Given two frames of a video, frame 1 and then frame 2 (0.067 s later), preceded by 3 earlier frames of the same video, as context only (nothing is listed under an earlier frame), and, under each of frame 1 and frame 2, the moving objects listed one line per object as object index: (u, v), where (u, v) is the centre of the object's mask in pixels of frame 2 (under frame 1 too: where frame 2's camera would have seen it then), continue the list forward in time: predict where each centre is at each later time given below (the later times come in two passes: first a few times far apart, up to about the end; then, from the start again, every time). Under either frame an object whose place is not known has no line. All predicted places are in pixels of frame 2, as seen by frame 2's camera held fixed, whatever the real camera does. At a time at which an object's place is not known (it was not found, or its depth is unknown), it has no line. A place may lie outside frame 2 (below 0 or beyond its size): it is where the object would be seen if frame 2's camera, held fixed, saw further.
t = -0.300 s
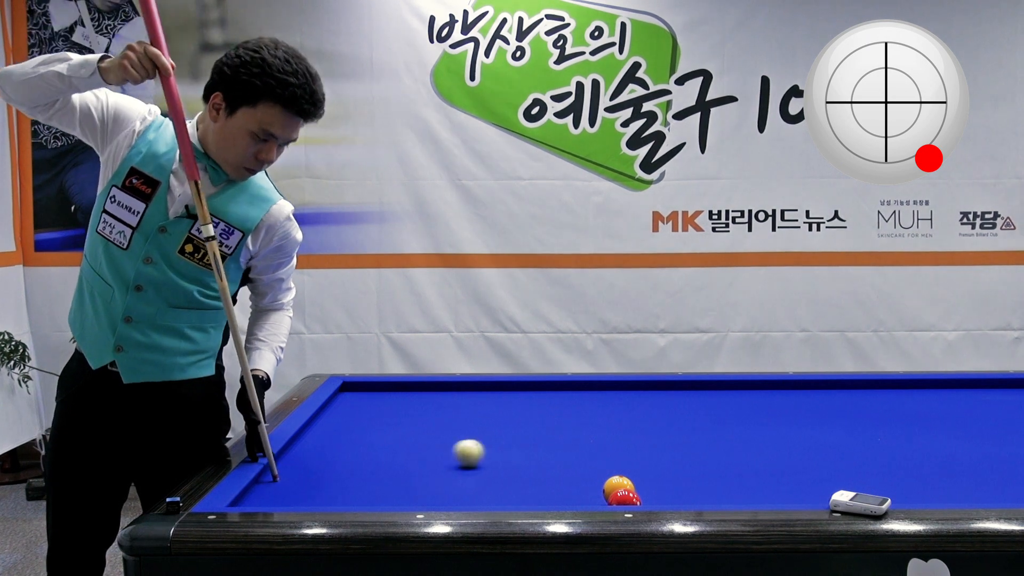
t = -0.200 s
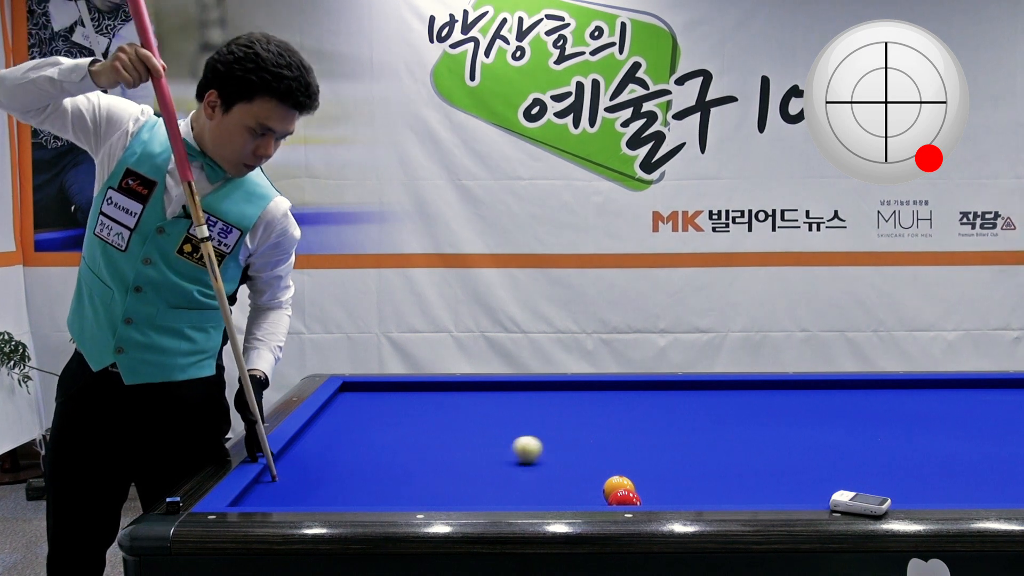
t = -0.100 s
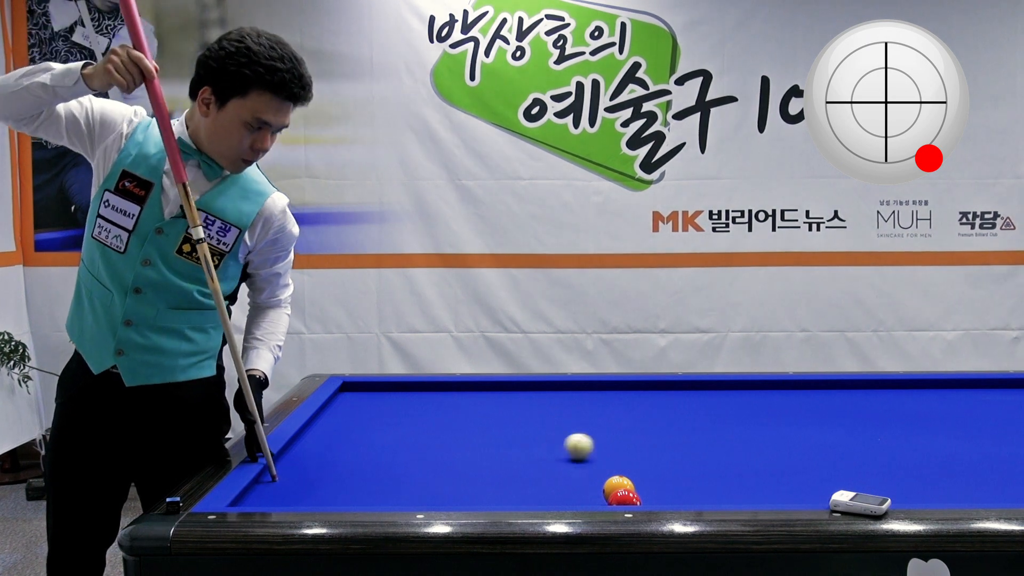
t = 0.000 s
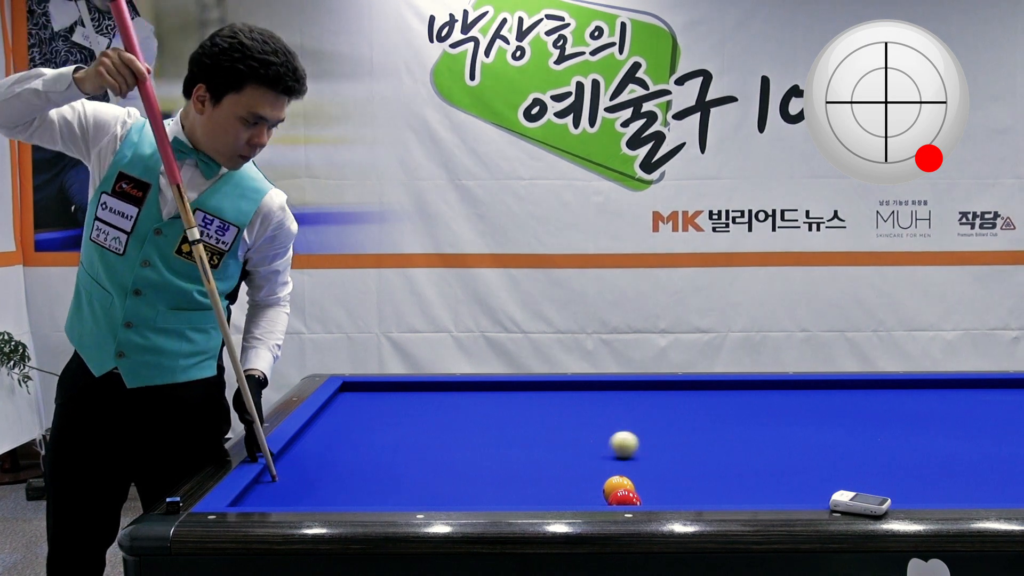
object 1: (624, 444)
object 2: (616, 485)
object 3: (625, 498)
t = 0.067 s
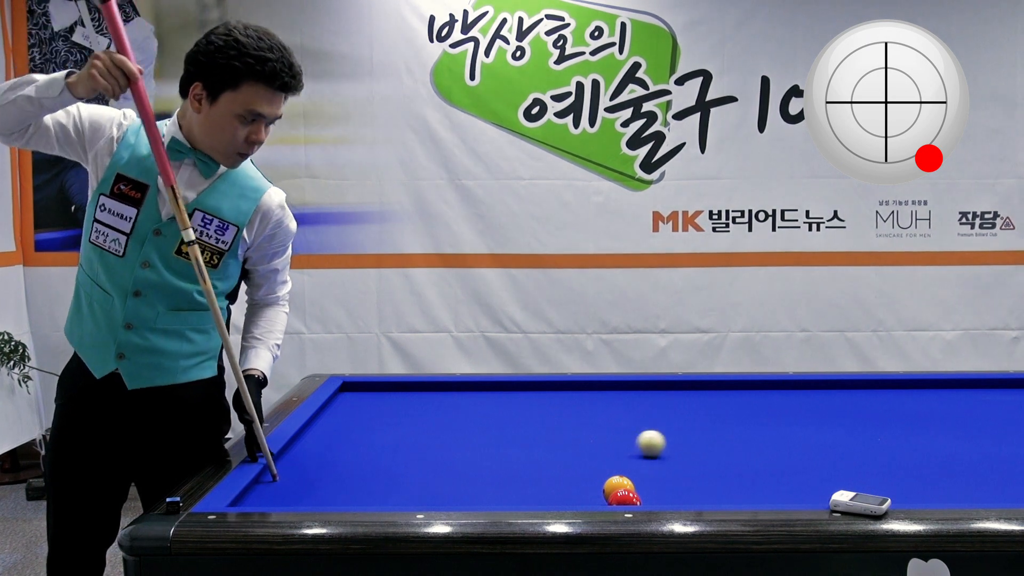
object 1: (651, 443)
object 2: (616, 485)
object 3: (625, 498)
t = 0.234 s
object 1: (708, 442)
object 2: (616, 485)
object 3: (625, 498)
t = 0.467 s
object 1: (765, 443)
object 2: (616, 485)
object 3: (625, 498)
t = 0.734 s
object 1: (802, 447)
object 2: (616, 485)
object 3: (625, 498)
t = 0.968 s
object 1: (811, 454)
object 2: (616, 485)
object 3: (625, 498)
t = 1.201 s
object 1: (797, 464)
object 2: (616, 485)
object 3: (625, 498)
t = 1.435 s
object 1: (756, 479)
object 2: (616, 485)
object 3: (625, 498)
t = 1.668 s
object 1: (694, 493)
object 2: (616, 485)
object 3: (625, 498)
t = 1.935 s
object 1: (649, 493)
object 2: (606, 483)
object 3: (607, 497)
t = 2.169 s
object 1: (647, 490)
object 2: (575, 479)
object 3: (581, 496)
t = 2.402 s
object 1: (644, 486)
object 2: (546, 475)
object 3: (557, 495)
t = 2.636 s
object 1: (641, 482)
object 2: (521, 472)
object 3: (535, 495)
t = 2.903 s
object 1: (638, 478)
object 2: (494, 467)
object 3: (512, 494)
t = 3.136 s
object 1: (636, 474)
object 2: (473, 462)
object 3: (494, 493)
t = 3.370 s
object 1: (634, 471)
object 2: (453, 459)
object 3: (477, 492)
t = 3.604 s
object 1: (632, 469)
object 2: (435, 455)
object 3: (461, 491)
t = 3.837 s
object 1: (631, 466)
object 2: (418, 452)
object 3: (448, 491)
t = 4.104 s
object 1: (629, 464)
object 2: (400, 448)
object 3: (434, 490)
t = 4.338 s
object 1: (628, 462)
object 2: (386, 444)
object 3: (423, 489)
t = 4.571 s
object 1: (627, 461)
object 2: (374, 442)
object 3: (413, 489)
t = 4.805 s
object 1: (627, 459)
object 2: (363, 439)
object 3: (405, 488)
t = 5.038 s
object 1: (627, 459)
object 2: (353, 436)
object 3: (398, 488)
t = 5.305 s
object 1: (627, 458)
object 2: (343, 433)
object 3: (392, 487)
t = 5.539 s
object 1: (628, 457)
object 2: (335, 431)
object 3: (388, 487)
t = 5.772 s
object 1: (627, 457)
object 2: (328, 429)
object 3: (385, 486)
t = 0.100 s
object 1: (664, 443)
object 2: (616, 485)
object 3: (625, 498)
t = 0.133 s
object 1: (675, 443)
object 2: (616, 485)
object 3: (625, 498)
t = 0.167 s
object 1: (687, 442)
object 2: (616, 485)
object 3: (625, 498)
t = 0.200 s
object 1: (698, 442)
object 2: (616, 485)
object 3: (625, 498)
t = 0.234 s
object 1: (708, 442)
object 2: (616, 485)
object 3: (625, 498)
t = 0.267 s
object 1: (718, 442)
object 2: (616, 485)
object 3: (625, 498)
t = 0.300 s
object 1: (727, 442)
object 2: (616, 485)
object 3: (625, 498)
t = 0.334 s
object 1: (735, 442)
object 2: (616, 485)
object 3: (625, 498)
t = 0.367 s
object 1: (744, 442)
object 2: (616, 485)
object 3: (625, 498)
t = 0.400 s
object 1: (751, 442)
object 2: (616, 485)
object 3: (625, 498)
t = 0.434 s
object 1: (758, 442)
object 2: (616, 485)
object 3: (625, 497)
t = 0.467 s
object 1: (765, 443)
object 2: (616, 485)
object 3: (625, 498)
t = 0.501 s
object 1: (771, 443)
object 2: (616, 485)
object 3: (625, 497)
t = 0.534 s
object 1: (777, 443)
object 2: (616, 485)
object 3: (625, 498)
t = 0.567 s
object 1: (783, 444)
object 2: (616, 485)
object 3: (625, 497)
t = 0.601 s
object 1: (787, 444)
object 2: (616, 485)
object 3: (625, 497)
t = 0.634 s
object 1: (792, 445)
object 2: (616, 485)
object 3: (625, 498)
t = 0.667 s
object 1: (796, 445)
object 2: (616, 485)
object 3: (625, 498)
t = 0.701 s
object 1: (799, 446)
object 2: (616, 485)
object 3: (625, 498)
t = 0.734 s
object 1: (802, 447)
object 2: (616, 485)
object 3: (625, 498)
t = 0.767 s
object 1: (805, 448)
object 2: (616, 485)
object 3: (625, 498)
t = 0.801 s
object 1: (807, 449)
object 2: (616, 485)
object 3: (625, 498)
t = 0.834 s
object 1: (808, 450)
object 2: (616, 485)
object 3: (625, 498)
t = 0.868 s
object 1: (810, 451)
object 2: (616, 485)
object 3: (625, 498)
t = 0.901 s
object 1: (810, 452)
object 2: (616, 485)
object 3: (625, 498)
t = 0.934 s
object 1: (811, 453)
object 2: (616, 485)
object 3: (625, 498)
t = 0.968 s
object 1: (811, 454)
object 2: (616, 485)
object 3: (625, 498)
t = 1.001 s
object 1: (810, 455)
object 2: (616, 485)
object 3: (625, 498)
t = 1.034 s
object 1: (809, 456)
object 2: (616, 485)
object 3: (625, 498)
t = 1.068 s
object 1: (808, 458)
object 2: (616, 485)
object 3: (625, 498)
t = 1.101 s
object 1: (806, 459)
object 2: (616, 485)
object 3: (625, 498)
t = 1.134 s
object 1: (803, 461)
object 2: (616, 485)
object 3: (625, 497)
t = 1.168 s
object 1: (800, 462)
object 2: (616, 485)
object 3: (625, 498)
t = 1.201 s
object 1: (797, 464)
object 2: (616, 485)
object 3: (625, 498)
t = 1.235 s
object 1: (793, 466)
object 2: (616, 485)
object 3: (625, 498)
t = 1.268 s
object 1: (788, 468)
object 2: (616, 485)
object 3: (625, 498)
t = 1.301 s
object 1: (783, 470)
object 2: (616, 485)
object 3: (625, 498)
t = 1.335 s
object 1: (777, 472)
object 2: (616, 485)
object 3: (625, 498)
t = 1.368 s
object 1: (771, 474)
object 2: (616, 485)
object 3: (625, 498)
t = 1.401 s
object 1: (764, 476)
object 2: (616, 485)
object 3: (625, 498)
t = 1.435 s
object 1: (756, 479)
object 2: (616, 485)
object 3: (625, 498)
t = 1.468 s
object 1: (748, 481)
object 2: (616, 485)
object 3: (625, 498)
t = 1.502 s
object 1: (739, 484)
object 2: (616, 485)
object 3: (625, 498)
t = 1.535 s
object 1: (731, 486)
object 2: (616, 485)
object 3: (625, 498)
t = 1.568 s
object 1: (722, 488)
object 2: (616, 485)
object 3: (625, 498)
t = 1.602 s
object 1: (713, 490)
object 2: (616, 485)
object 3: (625, 498)
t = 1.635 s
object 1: (704, 492)
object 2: (616, 485)
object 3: (625, 498)
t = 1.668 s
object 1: (694, 493)
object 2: (616, 485)
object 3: (625, 498)
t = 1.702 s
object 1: (685, 495)
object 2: (616, 485)
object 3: (625, 498)
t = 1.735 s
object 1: (675, 496)
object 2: (616, 485)
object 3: (625, 498)
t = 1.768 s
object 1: (665, 497)
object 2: (616, 485)
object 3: (625, 498)
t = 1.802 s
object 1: (655, 496)
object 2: (616, 485)
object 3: (624, 498)
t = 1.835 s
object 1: (650, 495)
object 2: (619, 485)
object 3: (619, 498)
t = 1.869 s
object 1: (646, 494)
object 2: (619, 484)
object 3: (614, 498)
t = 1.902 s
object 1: (648, 493)
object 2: (613, 484)
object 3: (610, 497)
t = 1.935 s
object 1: (649, 493)
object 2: (606, 483)
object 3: (607, 497)
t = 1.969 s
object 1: (649, 492)
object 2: (601, 482)
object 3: (603, 497)
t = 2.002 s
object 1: (649, 492)
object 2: (596, 481)
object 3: (599, 497)
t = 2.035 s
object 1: (648, 491)
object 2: (592, 481)
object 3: (596, 497)
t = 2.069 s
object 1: (648, 491)
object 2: (587, 481)
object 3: (592, 496)
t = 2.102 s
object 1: (648, 491)
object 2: (583, 480)
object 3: (588, 496)
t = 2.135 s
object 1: (647, 490)
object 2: (579, 479)
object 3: (584, 496)
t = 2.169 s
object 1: (647, 490)
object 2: (575, 479)
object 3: (581, 496)
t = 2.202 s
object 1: (646, 489)
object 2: (570, 479)
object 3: (578, 496)
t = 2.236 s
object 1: (646, 489)
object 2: (566, 478)
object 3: (574, 496)
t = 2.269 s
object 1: (645, 488)
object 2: (562, 478)
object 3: (571, 496)
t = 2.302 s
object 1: (645, 488)
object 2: (558, 477)
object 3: (567, 496)
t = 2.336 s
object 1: (644, 487)
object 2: (554, 476)
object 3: (564, 495)
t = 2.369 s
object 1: (644, 487)
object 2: (550, 476)
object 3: (560, 496)
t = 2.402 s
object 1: (644, 486)
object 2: (546, 475)
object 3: (557, 495)
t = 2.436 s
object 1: (643, 485)
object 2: (543, 475)
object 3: (554, 495)
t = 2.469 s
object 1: (643, 485)
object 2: (539, 474)
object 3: (551, 495)
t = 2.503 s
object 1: (642, 484)
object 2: (536, 474)
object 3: (547, 495)
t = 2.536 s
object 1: (642, 484)
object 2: (532, 473)
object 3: (544, 495)
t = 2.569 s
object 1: (642, 483)
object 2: (528, 473)
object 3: (541, 495)
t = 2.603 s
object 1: (641, 482)
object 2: (525, 472)
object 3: (538, 495)
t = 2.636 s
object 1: (641, 482)
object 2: (521, 472)
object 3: (535, 495)
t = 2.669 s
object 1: (641, 481)
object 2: (518, 471)
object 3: (532, 495)
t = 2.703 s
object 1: (640, 481)
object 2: (514, 471)
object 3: (529, 495)
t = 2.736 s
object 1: (640, 480)
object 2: (511, 470)
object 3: (526, 495)
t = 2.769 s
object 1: (640, 480)
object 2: (508, 470)
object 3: (523, 494)
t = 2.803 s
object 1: (639, 479)
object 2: (504, 469)
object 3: (520, 494)
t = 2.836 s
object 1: (639, 479)
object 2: (501, 469)
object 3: (518, 494)
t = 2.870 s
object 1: (638, 478)
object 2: (498, 468)
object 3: (515, 494)
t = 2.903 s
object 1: (638, 478)
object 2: (494, 467)
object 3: (512, 494)
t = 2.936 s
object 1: (638, 477)
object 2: (491, 467)
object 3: (509, 494)
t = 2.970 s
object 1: (638, 477)
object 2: (488, 466)
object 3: (507, 494)
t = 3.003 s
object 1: (637, 476)
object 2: (485, 466)
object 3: (504, 494)
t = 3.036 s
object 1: (637, 476)
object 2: (482, 465)
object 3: (501, 494)
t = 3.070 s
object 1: (637, 475)
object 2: (479, 464)
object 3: (499, 493)
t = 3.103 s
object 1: (636, 475)
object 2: (476, 464)
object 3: (496, 493)
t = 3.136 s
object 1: (636, 474)
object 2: (473, 462)
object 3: (494, 493)
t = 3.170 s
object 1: (636, 474)
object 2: (470, 462)
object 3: (491, 493)
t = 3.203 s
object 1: (635, 474)
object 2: (467, 462)
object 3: (489, 493)
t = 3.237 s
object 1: (635, 473)
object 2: (464, 461)
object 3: (486, 493)
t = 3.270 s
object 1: (635, 473)
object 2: (462, 461)
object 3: (484, 493)
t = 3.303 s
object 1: (634, 472)
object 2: (459, 460)
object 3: (481, 493)
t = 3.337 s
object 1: (634, 472)
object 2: (456, 460)
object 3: (479, 492)
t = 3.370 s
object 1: (634, 471)
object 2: (453, 459)
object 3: (477, 492)
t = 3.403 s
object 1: (634, 471)
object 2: (450, 458)
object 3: (475, 492)
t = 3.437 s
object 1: (633, 470)
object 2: (448, 458)
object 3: (472, 492)
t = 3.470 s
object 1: (633, 470)
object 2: (445, 457)
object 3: (470, 492)
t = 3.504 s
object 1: (633, 470)
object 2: (443, 457)
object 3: (468, 492)
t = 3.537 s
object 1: (633, 469)
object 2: (440, 456)
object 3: (466, 492)
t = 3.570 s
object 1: (633, 469)
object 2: (437, 456)
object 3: (464, 492)
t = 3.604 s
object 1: (632, 469)
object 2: (435, 455)
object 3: (461, 491)
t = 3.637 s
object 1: (632, 468)
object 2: (432, 455)
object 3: (459, 491)
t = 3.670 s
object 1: (632, 468)
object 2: (429, 454)
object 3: (457, 491)
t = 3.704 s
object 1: (632, 468)
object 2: (427, 454)
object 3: (455, 491)
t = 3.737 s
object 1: (631, 467)
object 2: (425, 453)
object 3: (454, 491)
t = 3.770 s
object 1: (631, 467)
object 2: (422, 453)
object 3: (451, 491)
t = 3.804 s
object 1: (631, 467)
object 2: (420, 452)
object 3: (450, 491)
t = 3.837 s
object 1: (631, 466)
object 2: (418, 452)
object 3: (448, 491)
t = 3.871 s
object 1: (631, 466)
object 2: (416, 451)
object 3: (446, 491)
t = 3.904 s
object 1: (630, 466)
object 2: (413, 451)
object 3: (444, 491)
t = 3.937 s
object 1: (630, 465)
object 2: (411, 450)
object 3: (442, 490)
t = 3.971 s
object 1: (630, 465)
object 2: (409, 449)
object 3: (441, 490)
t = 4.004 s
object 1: (630, 465)
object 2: (407, 449)
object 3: (439, 490)
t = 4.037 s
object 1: (629, 465)
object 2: (405, 449)
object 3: (437, 490)
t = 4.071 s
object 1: (629, 465)
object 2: (403, 448)
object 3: (435, 490)
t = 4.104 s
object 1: (629, 464)
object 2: (400, 448)
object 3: (434, 490)
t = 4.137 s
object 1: (629, 464)
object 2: (398, 447)
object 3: (432, 490)
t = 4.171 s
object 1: (629, 463)
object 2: (396, 447)
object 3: (431, 490)
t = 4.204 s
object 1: (629, 463)
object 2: (394, 446)
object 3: (429, 490)
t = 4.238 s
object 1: (628, 463)
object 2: (392, 446)
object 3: (427, 490)
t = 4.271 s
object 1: (628, 463)
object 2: (390, 445)
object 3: (426, 490)
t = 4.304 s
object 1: (628, 462)
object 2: (388, 445)
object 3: (424, 489)
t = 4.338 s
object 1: (628, 462)
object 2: (386, 444)
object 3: (423, 489)
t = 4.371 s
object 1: (628, 462)
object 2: (385, 444)
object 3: (421, 489)
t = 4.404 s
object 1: (628, 462)
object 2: (383, 443)
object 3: (420, 489)
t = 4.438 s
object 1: (627, 461)
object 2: (381, 443)
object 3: (418, 489)
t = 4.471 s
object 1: (628, 461)
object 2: (379, 443)
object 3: (417, 489)
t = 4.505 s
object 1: (627, 461)
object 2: (378, 442)
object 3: (416, 489)
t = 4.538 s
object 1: (627, 461)
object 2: (376, 442)
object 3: (415, 489)
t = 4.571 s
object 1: (627, 461)
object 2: (374, 442)
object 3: (413, 489)
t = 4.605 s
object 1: (627, 461)
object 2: (372, 441)
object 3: (412, 489)
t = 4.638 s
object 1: (627, 460)
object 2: (371, 441)
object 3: (411, 489)
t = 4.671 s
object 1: (627, 460)
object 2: (369, 440)
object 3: (410, 488)
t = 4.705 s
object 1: (627, 460)
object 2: (367, 440)
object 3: (408, 488)
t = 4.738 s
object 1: (627, 460)
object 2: (366, 439)
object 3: (407, 488)
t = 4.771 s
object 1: (627, 460)
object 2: (364, 439)
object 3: (406, 488)
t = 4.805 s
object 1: (627, 459)
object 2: (363, 439)
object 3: (405, 488)
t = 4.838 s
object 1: (627, 459)
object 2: (361, 438)
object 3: (404, 488)
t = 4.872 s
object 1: (627, 459)
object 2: (360, 438)
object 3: (403, 488)
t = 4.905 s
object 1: (627, 459)
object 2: (358, 438)
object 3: (402, 488)
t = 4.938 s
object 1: (627, 459)
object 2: (357, 437)
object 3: (401, 488)
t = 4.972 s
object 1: (627, 459)
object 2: (356, 437)
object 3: (400, 488)
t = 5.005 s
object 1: (627, 458)
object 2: (354, 436)
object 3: (399, 488)
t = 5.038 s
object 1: (627, 459)
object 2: (353, 436)
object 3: (398, 488)
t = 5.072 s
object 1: (627, 458)
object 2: (352, 436)
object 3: (397, 488)
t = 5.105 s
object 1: (627, 458)
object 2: (350, 435)
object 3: (397, 488)
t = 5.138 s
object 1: (627, 458)
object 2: (349, 435)
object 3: (396, 487)
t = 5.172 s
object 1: (627, 458)
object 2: (348, 435)
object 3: (395, 487)
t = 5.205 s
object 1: (627, 458)
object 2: (346, 434)
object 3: (394, 487)
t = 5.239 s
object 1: (627, 458)
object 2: (345, 434)
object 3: (394, 487)
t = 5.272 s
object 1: (627, 458)
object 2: (344, 434)
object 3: (393, 487)
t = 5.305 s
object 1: (627, 458)
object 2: (343, 433)
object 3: (392, 487)
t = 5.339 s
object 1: (627, 458)
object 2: (342, 433)
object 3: (392, 487)
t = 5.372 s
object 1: (628, 458)
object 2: (340, 433)
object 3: (391, 487)
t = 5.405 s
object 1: (628, 458)
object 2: (339, 432)
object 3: (390, 487)
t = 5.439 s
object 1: (628, 457)
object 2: (338, 432)
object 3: (390, 487)
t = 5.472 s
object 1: (628, 457)
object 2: (337, 432)
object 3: (389, 487)
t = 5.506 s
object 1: (628, 457)
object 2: (336, 432)
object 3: (388, 487)
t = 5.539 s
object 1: (628, 457)
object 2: (335, 431)
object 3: (388, 487)
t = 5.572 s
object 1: (628, 457)
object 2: (334, 431)
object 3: (387, 486)
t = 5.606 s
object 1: (628, 457)
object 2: (333, 431)
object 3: (387, 486)
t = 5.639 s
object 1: (627, 457)
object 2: (332, 430)
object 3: (387, 486)
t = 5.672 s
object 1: (627, 457)
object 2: (331, 430)
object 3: (386, 486)
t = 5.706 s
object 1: (627, 457)
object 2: (330, 430)
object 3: (386, 486)
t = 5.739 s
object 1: (627, 457)
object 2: (329, 430)
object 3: (385, 486)
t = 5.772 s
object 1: (627, 457)
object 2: (328, 429)
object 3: (385, 486)
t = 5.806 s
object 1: (627, 457)
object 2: (327, 429)
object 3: (384, 486)
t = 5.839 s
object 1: (628, 457)
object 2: (326, 429)
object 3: (384, 486)
